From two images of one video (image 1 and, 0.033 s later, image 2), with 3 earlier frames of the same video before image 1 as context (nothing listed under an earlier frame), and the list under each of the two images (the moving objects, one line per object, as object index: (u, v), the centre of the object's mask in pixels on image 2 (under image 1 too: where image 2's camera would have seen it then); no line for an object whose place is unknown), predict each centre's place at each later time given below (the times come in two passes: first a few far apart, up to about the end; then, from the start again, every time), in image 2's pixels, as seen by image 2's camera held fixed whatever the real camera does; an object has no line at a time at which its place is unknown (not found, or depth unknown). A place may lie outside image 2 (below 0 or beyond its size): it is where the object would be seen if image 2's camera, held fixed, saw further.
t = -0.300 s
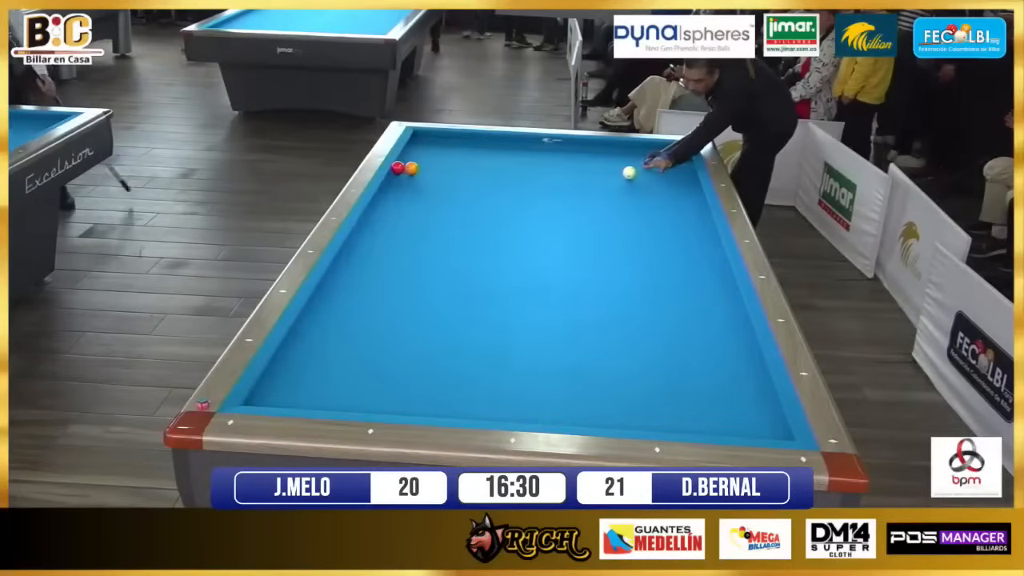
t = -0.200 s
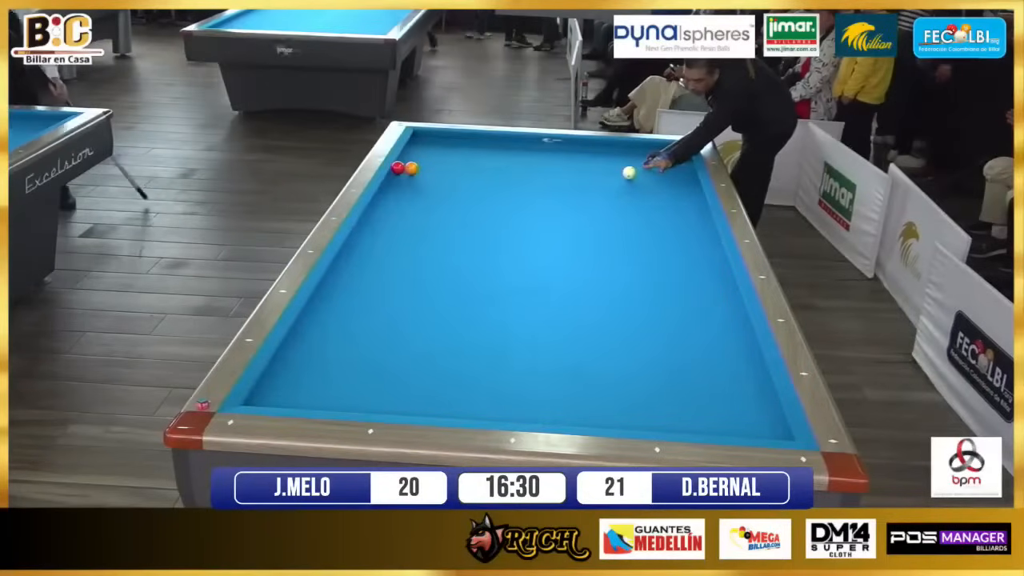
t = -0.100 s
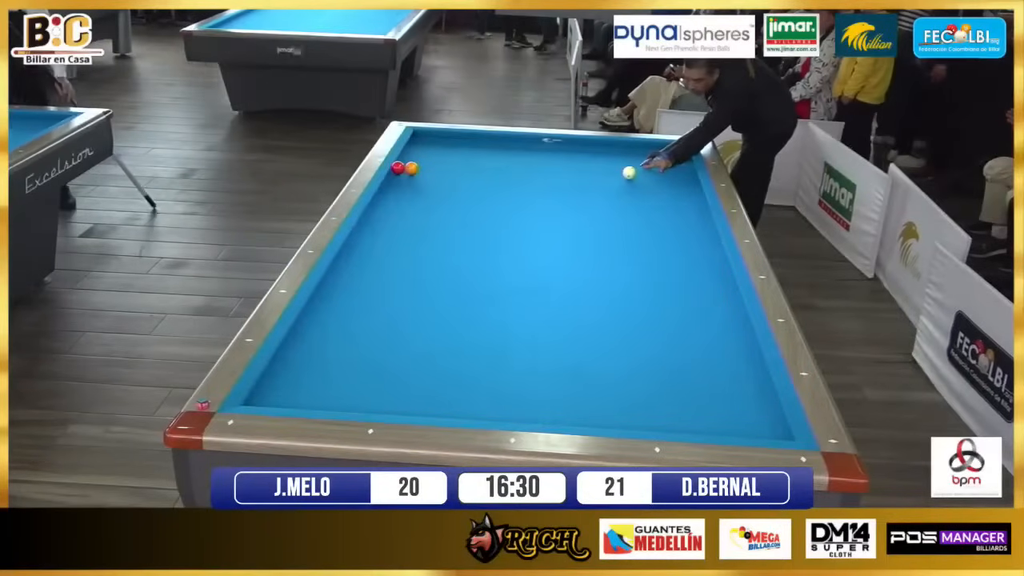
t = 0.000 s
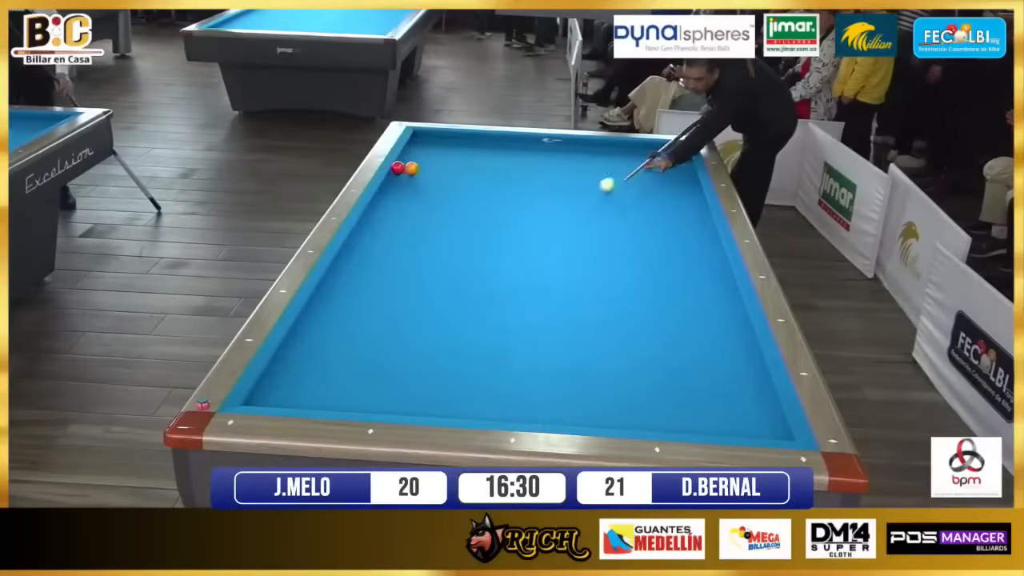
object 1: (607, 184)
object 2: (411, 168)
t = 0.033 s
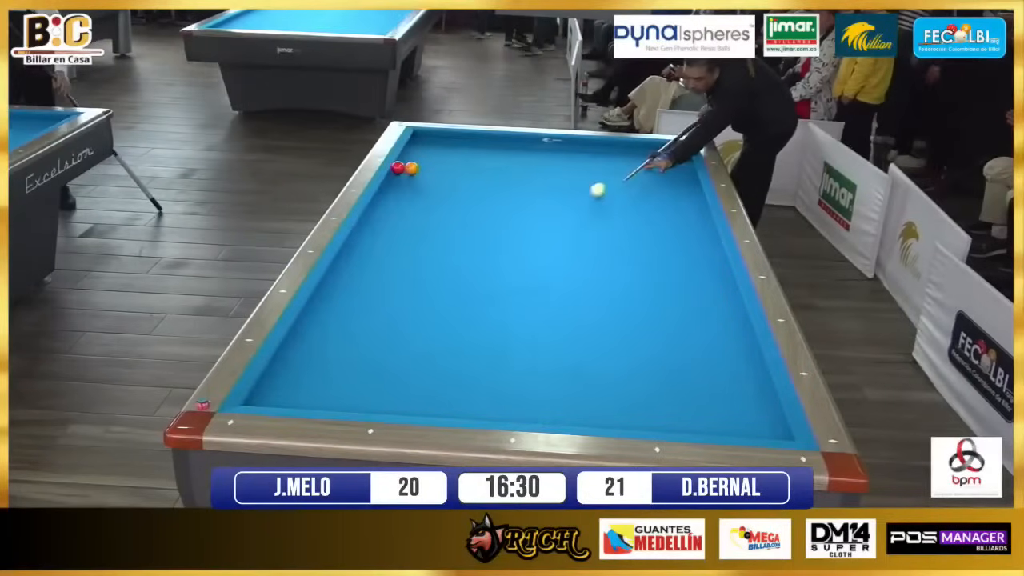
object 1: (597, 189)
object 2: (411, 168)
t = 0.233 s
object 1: (539, 223)
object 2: (411, 167)
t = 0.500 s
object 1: (451, 274)
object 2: (411, 167)
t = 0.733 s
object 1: (351, 332)
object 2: (411, 167)
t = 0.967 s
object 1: (281, 399)
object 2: (411, 167)
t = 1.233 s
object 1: (407, 344)
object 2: (411, 168)
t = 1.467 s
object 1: (486, 311)
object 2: (411, 168)
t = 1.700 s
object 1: (553, 284)
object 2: (411, 167)
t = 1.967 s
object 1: (618, 257)
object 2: (411, 168)
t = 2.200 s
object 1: (668, 237)
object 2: (411, 168)
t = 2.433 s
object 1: (702, 218)
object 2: (411, 167)
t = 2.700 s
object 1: (663, 197)
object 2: (411, 167)
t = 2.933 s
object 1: (635, 179)
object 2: (411, 167)
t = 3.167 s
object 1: (609, 165)
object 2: (411, 167)
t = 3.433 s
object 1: (583, 150)
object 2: (411, 167)
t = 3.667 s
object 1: (561, 140)
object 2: (411, 167)
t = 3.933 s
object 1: (530, 147)
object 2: (411, 167)
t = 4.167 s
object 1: (502, 152)
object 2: (411, 167)
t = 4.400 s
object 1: (473, 157)
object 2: (411, 167)
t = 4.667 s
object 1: (440, 164)
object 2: (411, 167)
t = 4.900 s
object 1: (432, 169)
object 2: (413, 169)
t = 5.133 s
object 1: (442, 172)
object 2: (416, 173)
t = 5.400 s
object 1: (453, 176)
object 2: (419, 176)
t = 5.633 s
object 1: (463, 179)
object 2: (422, 179)
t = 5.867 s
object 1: (472, 183)
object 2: (425, 182)
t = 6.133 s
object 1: (483, 187)
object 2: (429, 185)
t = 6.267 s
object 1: (488, 188)
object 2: (430, 186)
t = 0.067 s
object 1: (588, 195)
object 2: (411, 167)
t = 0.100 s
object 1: (578, 200)
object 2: (411, 167)
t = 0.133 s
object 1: (569, 205)
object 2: (411, 167)
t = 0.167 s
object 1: (559, 212)
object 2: (411, 167)
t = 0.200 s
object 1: (549, 217)
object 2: (411, 168)
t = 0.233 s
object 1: (539, 223)
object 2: (411, 167)
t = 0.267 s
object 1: (529, 228)
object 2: (411, 167)
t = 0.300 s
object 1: (519, 234)
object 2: (411, 167)
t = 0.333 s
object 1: (509, 240)
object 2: (411, 167)
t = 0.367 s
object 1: (498, 247)
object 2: (411, 167)
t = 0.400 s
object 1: (487, 253)
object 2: (411, 167)
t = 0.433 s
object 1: (476, 260)
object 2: (411, 167)
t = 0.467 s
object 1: (464, 266)
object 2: (411, 167)
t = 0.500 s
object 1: (451, 274)
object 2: (411, 167)
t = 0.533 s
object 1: (439, 281)
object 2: (411, 167)
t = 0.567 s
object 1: (426, 289)
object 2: (411, 167)
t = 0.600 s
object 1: (412, 297)
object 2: (411, 167)
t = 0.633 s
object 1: (398, 305)
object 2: (411, 167)
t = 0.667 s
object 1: (383, 314)
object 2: (411, 168)
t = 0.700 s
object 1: (367, 323)
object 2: (411, 167)
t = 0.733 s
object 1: (351, 332)
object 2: (411, 167)
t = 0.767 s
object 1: (334, 342)
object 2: (411, 167)
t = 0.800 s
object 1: (317, 352)
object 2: (411, 167)
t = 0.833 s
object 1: (299, 363)
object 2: (411, 167)
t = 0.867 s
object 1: (280, 374)
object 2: (411, 167)
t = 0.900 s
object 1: (267, 385)
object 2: (411, 167)
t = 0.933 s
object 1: (270, 397)
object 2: (411, 167)
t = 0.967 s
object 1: (281, 399)
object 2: (411, 167)
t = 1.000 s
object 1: (301, 391)
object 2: (411, 167)
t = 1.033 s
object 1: (320, 383)
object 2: (411, 167)
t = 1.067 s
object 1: (338, 374)
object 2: (411, 167)
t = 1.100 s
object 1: (355, 367)
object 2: (411, 167)
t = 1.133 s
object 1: (371, 360)
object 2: (411, 167)
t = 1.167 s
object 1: (386, 353)
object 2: (411, 168)
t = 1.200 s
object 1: (400, 347)
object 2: (411, 168)
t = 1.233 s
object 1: (407, 344)
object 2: (411, 168)
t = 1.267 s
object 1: (420, 339)
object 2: (411, 168)
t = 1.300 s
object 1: (432, 334)
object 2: (411, 167)
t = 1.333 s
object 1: (444, 329)
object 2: (411, 168)
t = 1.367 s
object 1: (454, 324)
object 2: (411, 167)
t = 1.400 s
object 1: (465, 320)
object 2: (411, 168)
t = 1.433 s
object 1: (476, 315)
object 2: (411, 168)
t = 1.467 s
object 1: (486, 311)
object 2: (411, 168)
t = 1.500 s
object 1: (496, 307)
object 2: (411, 168)
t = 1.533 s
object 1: (506, 303)
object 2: (411, 168)
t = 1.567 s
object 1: (516, 299)
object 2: (411, 168)
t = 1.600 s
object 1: (525, 295)
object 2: (411, 168)
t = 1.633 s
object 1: (534, 291)
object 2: (411, 167)
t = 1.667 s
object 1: (543, 287)
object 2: (411, 168)
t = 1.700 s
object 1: (553, 284)
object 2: (411, 167)
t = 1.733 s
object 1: (561, 280)
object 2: (411, 167)
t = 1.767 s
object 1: (570, 277)
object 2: (411, 167)
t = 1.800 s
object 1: (578, 273)
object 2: (411, 167)
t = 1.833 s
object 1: (586, 270)
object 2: (411, 168)
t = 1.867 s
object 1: (594, 266)
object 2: (411, 168)
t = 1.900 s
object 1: (602, 263)
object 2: (411, 168)
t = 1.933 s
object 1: (610, 260)
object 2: (411, 168)
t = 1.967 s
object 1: (618, 257)
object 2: (411, 168)
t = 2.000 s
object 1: (626, 254)
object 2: (411, 167)
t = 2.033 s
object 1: (633, 251)
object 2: (411, 167)
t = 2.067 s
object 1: (640, 248)
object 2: (411, 167)
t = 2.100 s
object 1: (647, 245)
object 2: (411, 167)
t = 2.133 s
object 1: (654, 242)
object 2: (411, 167)
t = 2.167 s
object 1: (661, 239)
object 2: (411, 168)
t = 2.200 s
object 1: (668, 237)
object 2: (411, 168)
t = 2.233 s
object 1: (674, 234)
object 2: (411, 167)
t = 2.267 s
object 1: (681, 231)
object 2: (411, 167)
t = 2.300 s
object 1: (687, 228)
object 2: (411, 167)
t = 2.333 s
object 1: (693, 226)
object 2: (411, 167)
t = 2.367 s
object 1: (699, 223)
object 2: (411, 167)
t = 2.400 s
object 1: (705, 221)
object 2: (411, 167)
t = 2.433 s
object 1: (702, 218)
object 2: (411, 167)
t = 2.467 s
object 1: (696, 215)
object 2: (411, 168)
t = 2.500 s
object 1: (690, 212)
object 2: (411, 167)
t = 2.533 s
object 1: (685, 209)
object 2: (411, 167)
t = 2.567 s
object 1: (681, 207)
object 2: (411, 168)
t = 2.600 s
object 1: (676, 204)
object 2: (411, 167)
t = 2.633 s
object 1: (672, 202)
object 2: (411, 167)
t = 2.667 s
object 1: (667, 199)
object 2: (411, 167)
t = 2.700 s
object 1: (663, 197)
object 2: (411, 167)
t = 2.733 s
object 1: (659, 194)
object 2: (411, 167)
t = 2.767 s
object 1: (655, 191)
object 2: (411, 167)
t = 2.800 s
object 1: (651, 189)
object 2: (411, 167)
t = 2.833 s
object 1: (647, 187)
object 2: (411, 167)
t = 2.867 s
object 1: (643, 184)
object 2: (411, 167)
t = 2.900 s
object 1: (639, 182)
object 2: (411, 167)
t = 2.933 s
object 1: (635, 179)
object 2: (411, 167)
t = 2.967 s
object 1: (631, 178)
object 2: (411, 167)
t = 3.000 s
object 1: (627, 175)
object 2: (411, 167)
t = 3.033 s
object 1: (624, 173)
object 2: (411, 167)
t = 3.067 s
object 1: (620, 171)
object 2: (411, 167)
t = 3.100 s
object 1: (616, 169)
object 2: (411, 167)
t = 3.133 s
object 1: (613, 167)
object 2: (411, 167)
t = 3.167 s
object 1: (609, 165)
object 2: (411, 167)
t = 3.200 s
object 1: (606, 163)
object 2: (411, 167)
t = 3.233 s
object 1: (603, 161)
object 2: (411, 167)
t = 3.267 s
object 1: (600, 159)
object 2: (411, 167)
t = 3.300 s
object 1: (596, 157)
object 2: (411, 167)
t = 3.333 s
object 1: (593, 155)
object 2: (411, 167)
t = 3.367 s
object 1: (589, 153)
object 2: (411, 167)
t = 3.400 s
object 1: (586, 151)
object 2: (411, 167)
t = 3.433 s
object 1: (583, 150)
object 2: (411, 167)
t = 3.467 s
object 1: (580, 148)
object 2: (411, 167)
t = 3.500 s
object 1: (577, 146)
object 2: (411, 167)
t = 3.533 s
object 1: (574, 144)
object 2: (411, 167)
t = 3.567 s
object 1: (571, 142)
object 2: (411, 167)
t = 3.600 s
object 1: (568, 141)
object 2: (411, 167)
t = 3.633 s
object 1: (565, 139)
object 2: (411, 167)
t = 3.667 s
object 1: (561, 140)
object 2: (411, 167)
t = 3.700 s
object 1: (557, 141)
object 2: (411, 167)
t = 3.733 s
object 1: (553, 142)
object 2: (411, 167)
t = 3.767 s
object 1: (549, 143)
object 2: (411, 167)
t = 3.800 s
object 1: (546, 144)
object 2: (411, 167)
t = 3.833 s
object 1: (542, 145)
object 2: (411, 167)
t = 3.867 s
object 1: (538, 145)
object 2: (411, 167)
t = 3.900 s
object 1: (534, 146)
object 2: (411, 167)
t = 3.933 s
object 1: (530, 147)
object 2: (411, 167)
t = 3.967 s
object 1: (526, 148)
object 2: (411, 167)
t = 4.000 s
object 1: (522, 148)
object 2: (411, 167)
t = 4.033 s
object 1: (518, 149)
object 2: (411, 167)
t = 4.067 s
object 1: (514, 150)
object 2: (411, 167)
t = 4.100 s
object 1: (510, 150)
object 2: (411, 167)
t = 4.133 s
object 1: (506, 151)
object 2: (411, 167)
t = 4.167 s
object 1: (502, 152)
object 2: (411, 167)
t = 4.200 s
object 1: (498, 153)
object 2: (411, 167)
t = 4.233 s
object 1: (494, 154)
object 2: (411, 167)
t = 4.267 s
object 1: (490, 154)
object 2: (411, 167)
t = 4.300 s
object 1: (485, 155)
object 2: (411, 167)
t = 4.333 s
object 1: (481, 156)
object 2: (411, 167)
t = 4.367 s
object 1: (477, 156)
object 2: (411, 167)
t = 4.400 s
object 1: (473, 157)
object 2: (411, 167)
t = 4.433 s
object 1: (469, 158)
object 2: (411, 167)
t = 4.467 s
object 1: (465, 159)
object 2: (411, 167)
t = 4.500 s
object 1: (461, 160)
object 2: (411, 167)
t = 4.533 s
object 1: (457, 160)
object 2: (411, 167)
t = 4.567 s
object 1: (453, 161)
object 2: (411, 167)
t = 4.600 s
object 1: (448, 162)
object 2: (411, 167)
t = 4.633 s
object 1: (444, 163)
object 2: (411, 167)
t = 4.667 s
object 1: (440, 164)
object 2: (411, 167)
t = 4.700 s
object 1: (435, 165)
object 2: (411, 168)
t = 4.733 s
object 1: (431, 165)
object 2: (411, 168)
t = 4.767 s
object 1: (427, 166)
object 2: (411, 168)
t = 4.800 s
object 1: (424, 167)
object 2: (410, 168)
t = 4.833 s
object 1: (429, 168)
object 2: (412, 169)
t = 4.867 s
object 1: (430, 168)
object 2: (412, 169)
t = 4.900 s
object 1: (432, 169)
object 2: (413, 169)
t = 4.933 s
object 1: (433, 170)
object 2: (413, 170)
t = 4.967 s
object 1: (435, 170)
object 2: (414, 170)
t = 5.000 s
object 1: (436, 170)
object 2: (415, 171)
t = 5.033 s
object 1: (438, 171)
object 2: (415, 171)
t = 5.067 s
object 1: (439, 171)
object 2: (415, 172)
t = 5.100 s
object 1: (441, 172)
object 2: (416, 172)
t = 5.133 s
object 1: (442, 172)
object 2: (416, 173)
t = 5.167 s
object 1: (443, 173)
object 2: (417, 173)
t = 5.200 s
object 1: (445, 173)
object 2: (417, 173)
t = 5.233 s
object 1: (446, 174)
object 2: (417, 174)
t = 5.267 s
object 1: (448, 174)
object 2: (418, 174)
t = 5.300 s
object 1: (449, 175)
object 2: (418, 175)
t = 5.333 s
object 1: (450, 175)
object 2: (419, 175)
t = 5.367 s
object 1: (452, 176)
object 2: (419, 176)
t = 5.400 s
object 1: (453, 176)
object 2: (419, 176)
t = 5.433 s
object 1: (455, 177)
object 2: (420, 177)
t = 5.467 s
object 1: (456, 177)
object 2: (420, 177)
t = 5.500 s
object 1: (457, 178)
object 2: (421, 177)
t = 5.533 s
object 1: (459, 178)
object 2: (421, 178)
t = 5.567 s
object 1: (460, 179)
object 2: (422, 178)
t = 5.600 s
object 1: (462, 179)
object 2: (422, 178)
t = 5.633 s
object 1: (463, 179)
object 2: (422, 179)
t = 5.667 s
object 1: (464, 180)
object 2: (422, 179)
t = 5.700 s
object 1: (466, 180)
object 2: (423, 180)
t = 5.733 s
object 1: (467, 181)
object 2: (423, 180)
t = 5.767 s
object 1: (468, 182)
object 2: (424, 180)
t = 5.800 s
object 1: (470, 182)
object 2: (425, 181)
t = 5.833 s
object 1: (471, 182)
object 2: (425, 181)
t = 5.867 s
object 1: (472, 183)
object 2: (425, 182)
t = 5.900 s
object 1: (474, 183)
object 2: (426, 182)
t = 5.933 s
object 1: (475, 184)
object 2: (426, 183)
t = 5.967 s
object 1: (476, 185)
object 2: (427, 183)
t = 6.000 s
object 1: (478, 185)
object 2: (427, 183)
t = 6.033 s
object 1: (479, 185)
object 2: (428, 184)
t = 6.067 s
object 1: (480, 186)
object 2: (428, 184)
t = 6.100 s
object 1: (482, 186)
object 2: (428, 185)
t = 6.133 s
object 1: (483, 187)
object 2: (429, 185)
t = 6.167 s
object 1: (484, 187)
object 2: (429, 186)
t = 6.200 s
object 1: (486, 187)
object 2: (430, 186)
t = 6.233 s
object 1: (487, 188)
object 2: (430, 186)
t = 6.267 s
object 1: (488, 188)
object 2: (430, 186)
